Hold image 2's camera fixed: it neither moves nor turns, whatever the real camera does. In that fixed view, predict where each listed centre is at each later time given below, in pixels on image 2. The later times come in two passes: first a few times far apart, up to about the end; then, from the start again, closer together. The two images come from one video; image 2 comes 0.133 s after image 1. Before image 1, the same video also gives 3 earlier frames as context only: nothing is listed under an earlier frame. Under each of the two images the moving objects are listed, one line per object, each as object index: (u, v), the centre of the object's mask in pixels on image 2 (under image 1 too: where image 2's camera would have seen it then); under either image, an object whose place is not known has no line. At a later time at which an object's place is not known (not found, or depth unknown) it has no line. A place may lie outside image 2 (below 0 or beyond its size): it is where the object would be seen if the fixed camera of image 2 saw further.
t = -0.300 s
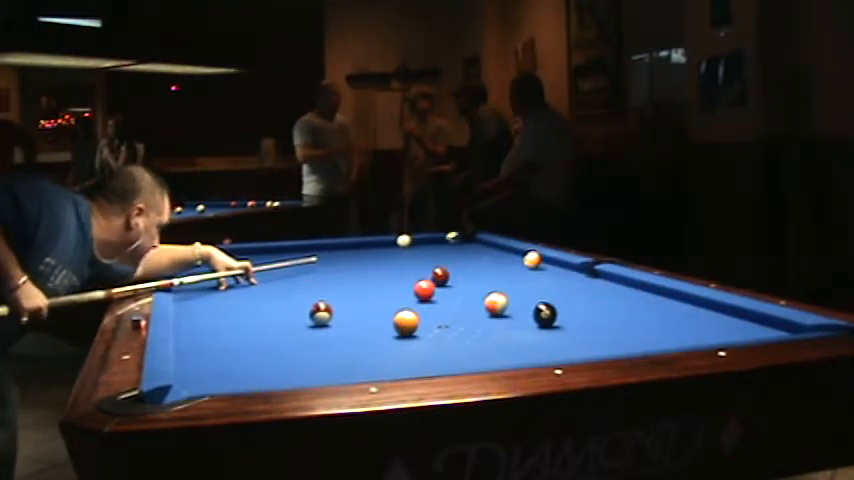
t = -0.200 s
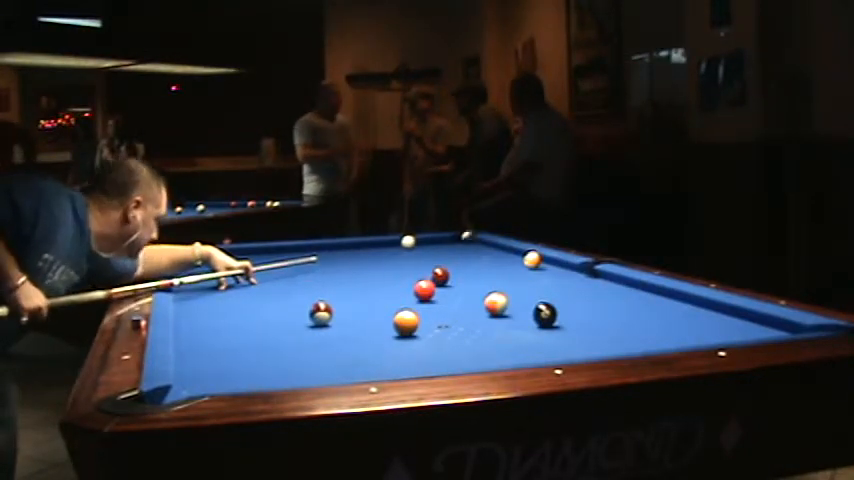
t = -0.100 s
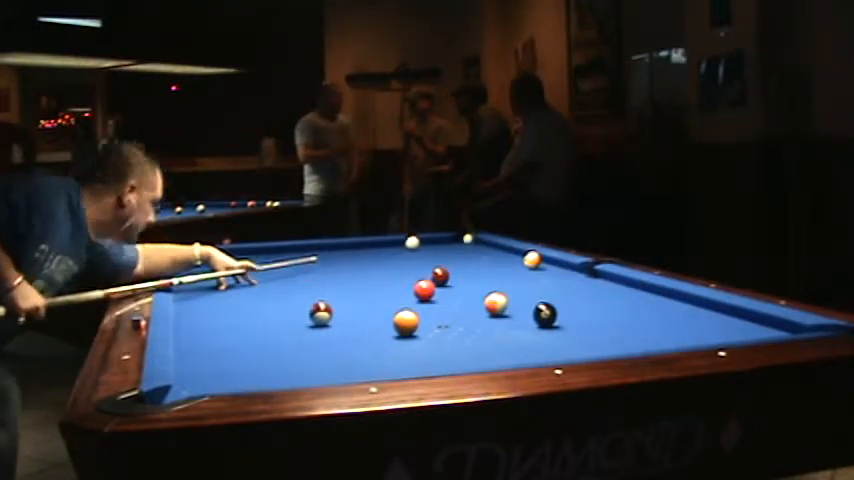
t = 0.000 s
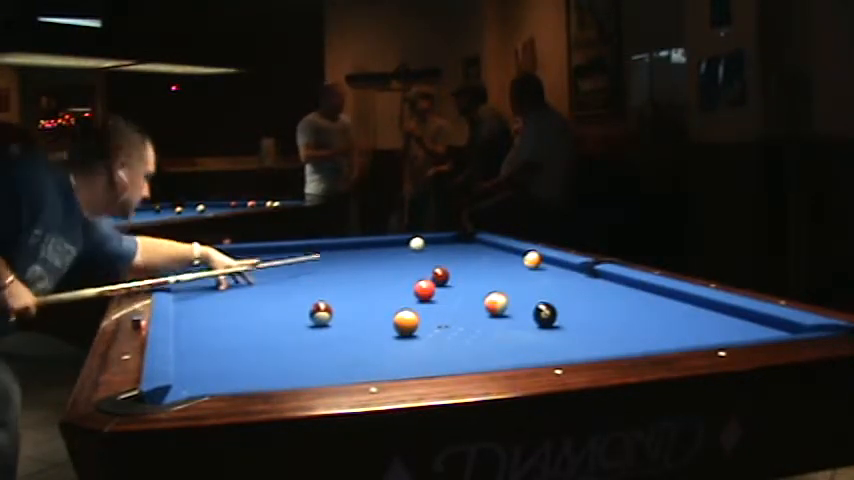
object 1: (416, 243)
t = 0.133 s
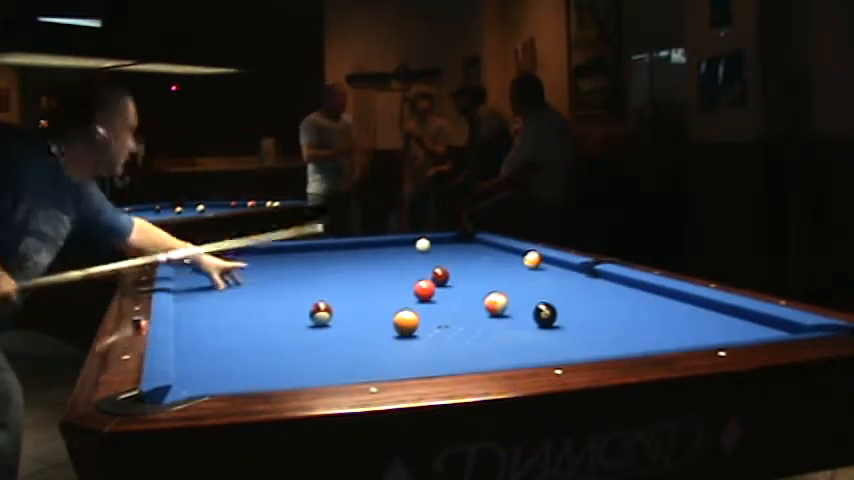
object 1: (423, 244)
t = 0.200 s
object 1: (425, 246)
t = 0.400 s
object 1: (435, 247)
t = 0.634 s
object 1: (444, 249)
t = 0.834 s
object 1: (453, 251)
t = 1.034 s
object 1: (462, 253)
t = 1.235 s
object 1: (471, 255)
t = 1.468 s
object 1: (480, 257)
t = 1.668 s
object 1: (488, 259)
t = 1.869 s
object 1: (496, 260)
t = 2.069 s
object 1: (503, 263)
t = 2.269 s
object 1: (510, 264)
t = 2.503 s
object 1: (516, 266)
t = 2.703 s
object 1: (522, 268)
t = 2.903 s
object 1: (527, 270)
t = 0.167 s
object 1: (424, 245)
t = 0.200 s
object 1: (425, 246)
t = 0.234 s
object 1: (427, 246)
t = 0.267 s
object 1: (428, 246)
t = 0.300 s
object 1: (430, 247)
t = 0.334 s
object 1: (432, 247)
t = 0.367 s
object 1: (433, 247)
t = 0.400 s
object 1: (435, 247)
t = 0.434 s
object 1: (436, 248)
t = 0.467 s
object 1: (437, 248)
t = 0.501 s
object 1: (439, 249)
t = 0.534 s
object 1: (440, 249)
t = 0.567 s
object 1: (441, 249)
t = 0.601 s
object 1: (443, 249)
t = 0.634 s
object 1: (444, 249)
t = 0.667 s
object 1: (446, 250)
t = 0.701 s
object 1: (447, 251)
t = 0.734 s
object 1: (449, 251)
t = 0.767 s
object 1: (450, 251)
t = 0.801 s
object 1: (452, 251)
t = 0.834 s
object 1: (453, 251)
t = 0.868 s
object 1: (454, 252)
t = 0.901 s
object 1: (456, 252)
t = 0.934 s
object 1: (458, 253)
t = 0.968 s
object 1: (459, 253)
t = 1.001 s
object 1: (461, 253)
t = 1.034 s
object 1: (462, 253)
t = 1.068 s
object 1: (463, 254)
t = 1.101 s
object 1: (465, 254)
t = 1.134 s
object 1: (466, 254)
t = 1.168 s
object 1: (468, 255)
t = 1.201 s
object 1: (469, 255)
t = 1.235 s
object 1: (471, 255)
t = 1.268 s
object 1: (472, 256)
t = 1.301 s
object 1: (474, 256)
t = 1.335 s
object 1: (475, 256)
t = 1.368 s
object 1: (476, 257)
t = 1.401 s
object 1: (478, 257)
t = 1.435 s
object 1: (479, 257)
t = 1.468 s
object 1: (480, 257)
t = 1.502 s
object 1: (482, 258)
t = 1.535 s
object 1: (483, 258)
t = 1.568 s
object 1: (484, 258)
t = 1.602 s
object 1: (486, 258)
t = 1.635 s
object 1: (487, 259)
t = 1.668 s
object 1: (488, 259)
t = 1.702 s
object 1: (490, 259)
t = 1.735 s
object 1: (491, 259)
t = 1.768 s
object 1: (492, 260)
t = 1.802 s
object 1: (493, 260)
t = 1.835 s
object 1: (494, 260)
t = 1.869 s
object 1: (496, 260)
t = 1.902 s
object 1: (497, 261)
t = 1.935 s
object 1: (498, 261)
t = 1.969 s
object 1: (499, 261)
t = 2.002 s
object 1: (501, 262)
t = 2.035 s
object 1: (502, 262)
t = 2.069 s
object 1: (503, 263)
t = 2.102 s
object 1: (504, 263)
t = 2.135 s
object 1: (505, 263)
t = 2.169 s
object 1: (506, 263)
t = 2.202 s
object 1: (508, 264)
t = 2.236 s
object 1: (509, 264)
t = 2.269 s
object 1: (510, 264)
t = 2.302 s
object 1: (511, 265)
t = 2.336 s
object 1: (512, 265)
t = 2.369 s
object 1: (512, 265)
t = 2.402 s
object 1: (513, 266)
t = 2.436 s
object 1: (514, 266)
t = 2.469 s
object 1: (515, 266)
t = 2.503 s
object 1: (516, 266)
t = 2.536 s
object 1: (517, 267)
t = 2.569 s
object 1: (518, 267)
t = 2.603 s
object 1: (519, 267)
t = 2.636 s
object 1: (520, 267)
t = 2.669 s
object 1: (521, 268)
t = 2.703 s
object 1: (522, 268)
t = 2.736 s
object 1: (522, 269)
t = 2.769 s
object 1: (524, 269)
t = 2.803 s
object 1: (524, 269)
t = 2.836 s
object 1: (525, 269)
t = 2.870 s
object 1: (526, 270)
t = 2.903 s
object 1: (527, 270)
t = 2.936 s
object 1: (528, 270)
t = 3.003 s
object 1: (529, 270)
